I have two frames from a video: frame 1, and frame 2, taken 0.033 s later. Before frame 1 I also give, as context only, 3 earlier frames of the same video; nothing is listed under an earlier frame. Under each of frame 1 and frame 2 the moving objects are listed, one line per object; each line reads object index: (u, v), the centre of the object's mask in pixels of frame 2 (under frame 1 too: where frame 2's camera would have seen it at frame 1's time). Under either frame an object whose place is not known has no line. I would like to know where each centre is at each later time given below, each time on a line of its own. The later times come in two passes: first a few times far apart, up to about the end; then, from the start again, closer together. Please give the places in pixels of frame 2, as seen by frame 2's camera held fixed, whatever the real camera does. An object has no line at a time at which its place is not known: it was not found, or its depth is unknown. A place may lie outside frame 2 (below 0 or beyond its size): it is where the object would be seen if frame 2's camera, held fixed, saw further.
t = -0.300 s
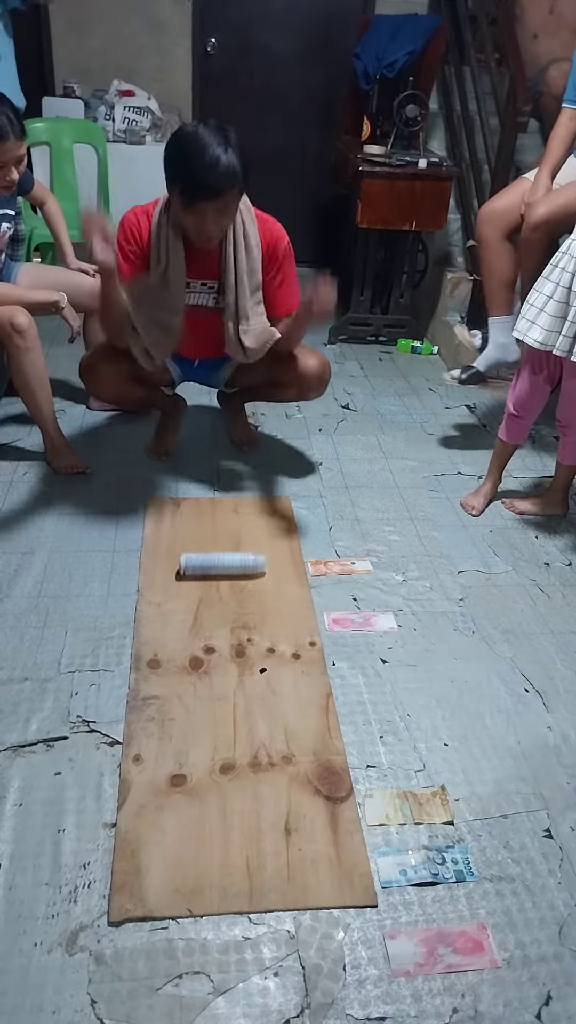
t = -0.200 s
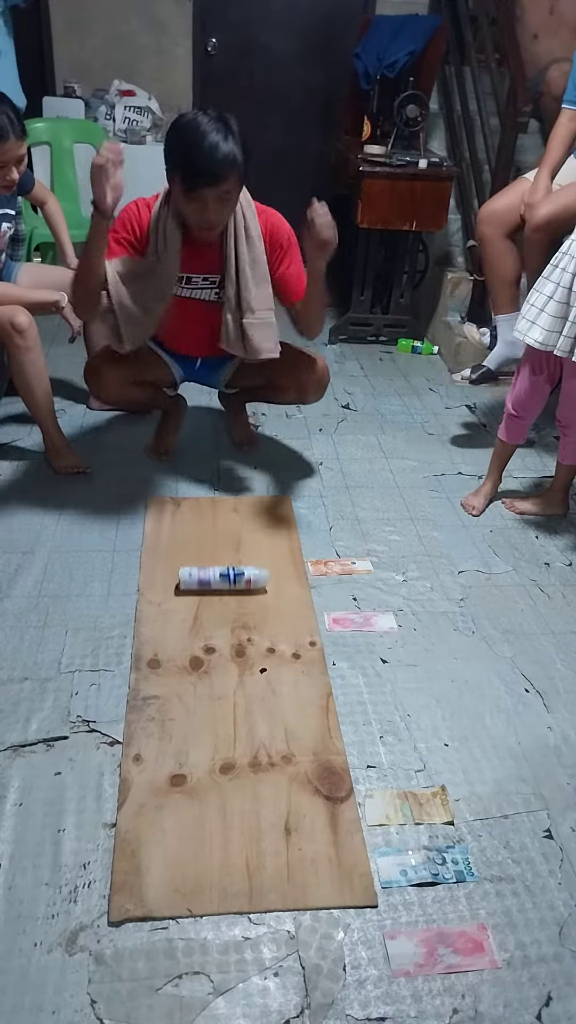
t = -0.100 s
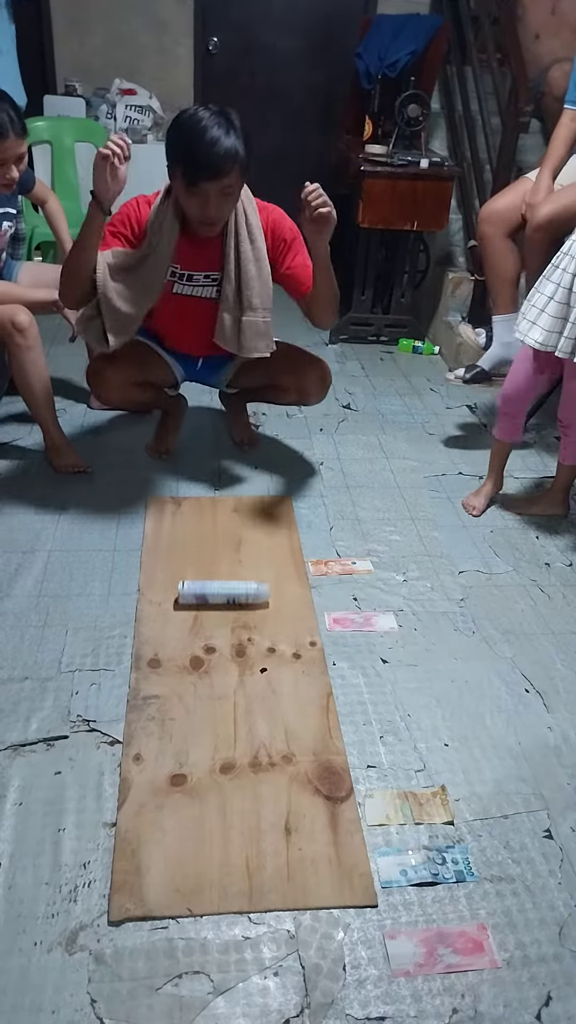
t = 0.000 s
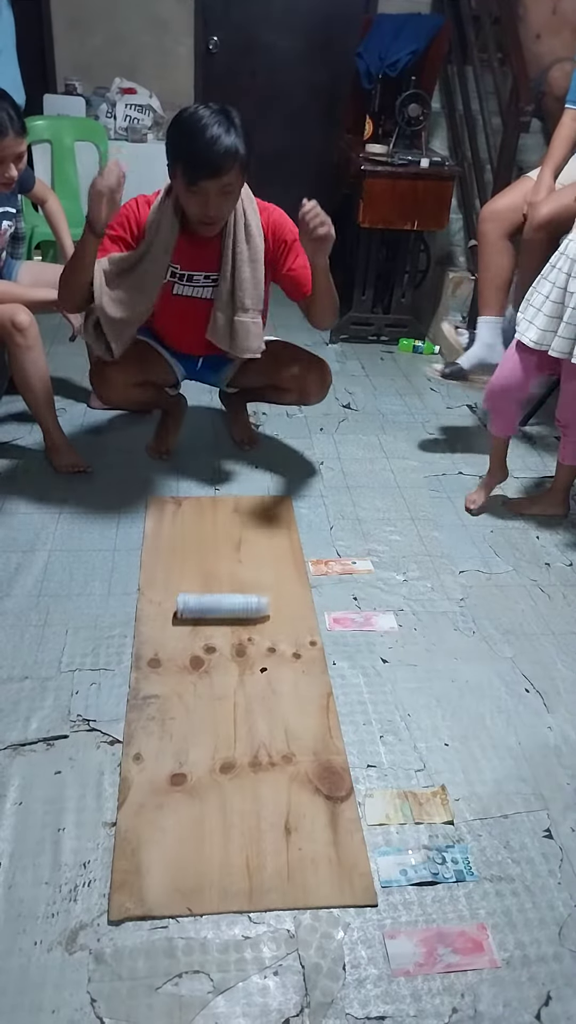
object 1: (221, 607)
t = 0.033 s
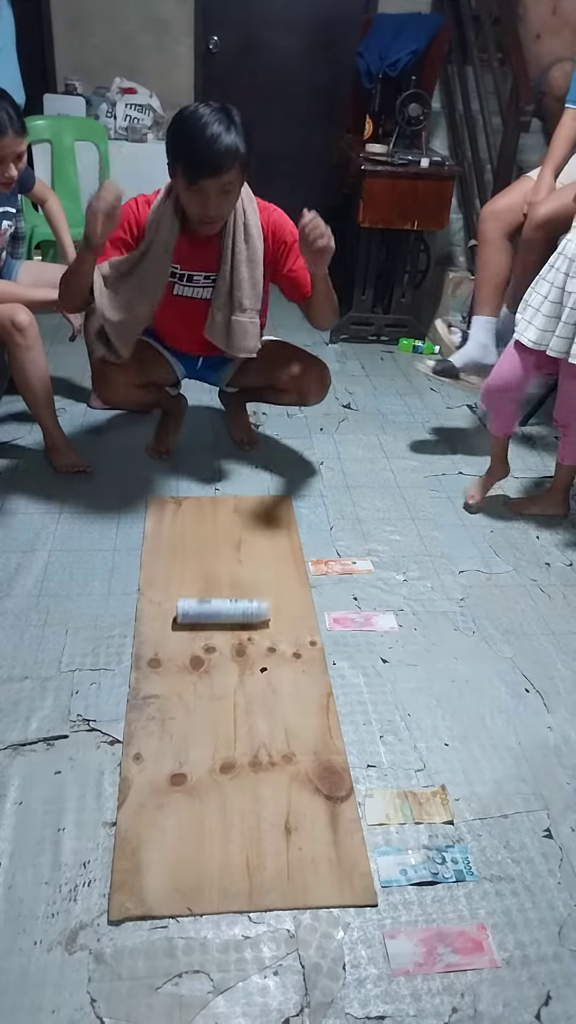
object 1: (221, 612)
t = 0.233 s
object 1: (222, 643)
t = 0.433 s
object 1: (221, 673)
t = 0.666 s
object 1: (220, 709)
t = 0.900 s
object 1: (221, 745)
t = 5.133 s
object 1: (218, 1034)
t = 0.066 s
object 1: (222, 617)
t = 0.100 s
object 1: (222, 622)
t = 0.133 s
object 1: (222, 627)
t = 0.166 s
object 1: (222, 633)
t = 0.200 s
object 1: (222, 638)
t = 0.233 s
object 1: (222, 643)
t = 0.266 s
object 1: (221, 648)
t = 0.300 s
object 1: (222, 653)
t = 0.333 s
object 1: (221, 658)
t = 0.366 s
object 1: (221, 662)
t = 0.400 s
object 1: (221, 667)
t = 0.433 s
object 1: (221, 673)
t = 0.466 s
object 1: (222, 679)
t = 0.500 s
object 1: (222, 683)
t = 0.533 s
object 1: (221, 688)
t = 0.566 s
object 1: (221, 693)
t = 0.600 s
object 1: (221, 698)
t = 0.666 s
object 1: (220, 709)
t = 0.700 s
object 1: (220, 715)
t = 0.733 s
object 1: (219, 719)
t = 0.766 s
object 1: (219, 724)
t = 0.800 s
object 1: (220, 730)
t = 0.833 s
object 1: (220, 735)
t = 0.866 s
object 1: (220, 740)
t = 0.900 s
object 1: (221, 745)
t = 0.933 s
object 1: (221, 749)
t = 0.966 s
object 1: (221, 754)
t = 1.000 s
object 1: (221, 760)
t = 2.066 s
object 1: (218, 910)
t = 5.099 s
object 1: (219, 1034)
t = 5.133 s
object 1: (218, 1034)
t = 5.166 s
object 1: (219, 1033)
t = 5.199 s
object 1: (219, 1033)
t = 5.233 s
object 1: (218, 1034)
